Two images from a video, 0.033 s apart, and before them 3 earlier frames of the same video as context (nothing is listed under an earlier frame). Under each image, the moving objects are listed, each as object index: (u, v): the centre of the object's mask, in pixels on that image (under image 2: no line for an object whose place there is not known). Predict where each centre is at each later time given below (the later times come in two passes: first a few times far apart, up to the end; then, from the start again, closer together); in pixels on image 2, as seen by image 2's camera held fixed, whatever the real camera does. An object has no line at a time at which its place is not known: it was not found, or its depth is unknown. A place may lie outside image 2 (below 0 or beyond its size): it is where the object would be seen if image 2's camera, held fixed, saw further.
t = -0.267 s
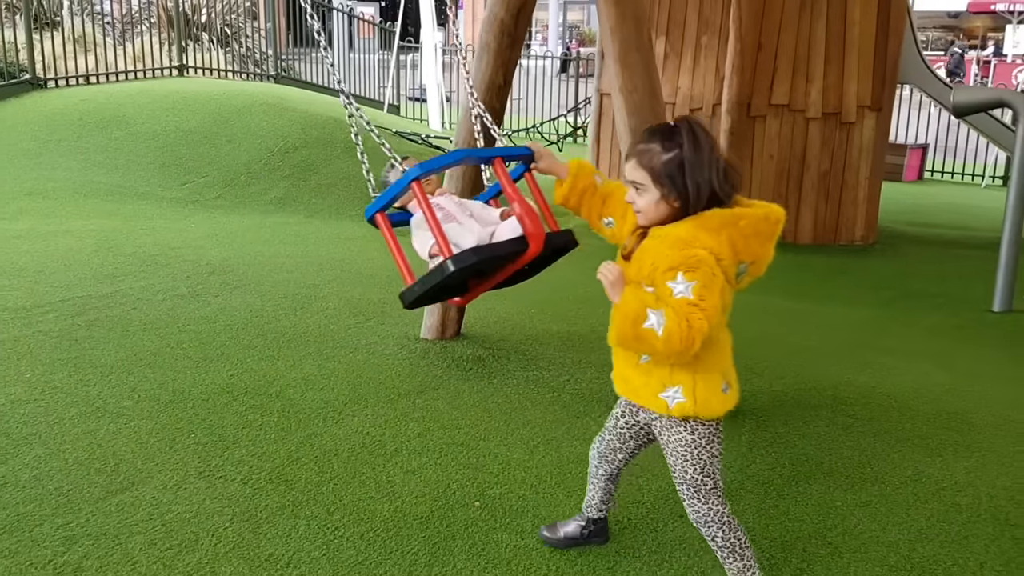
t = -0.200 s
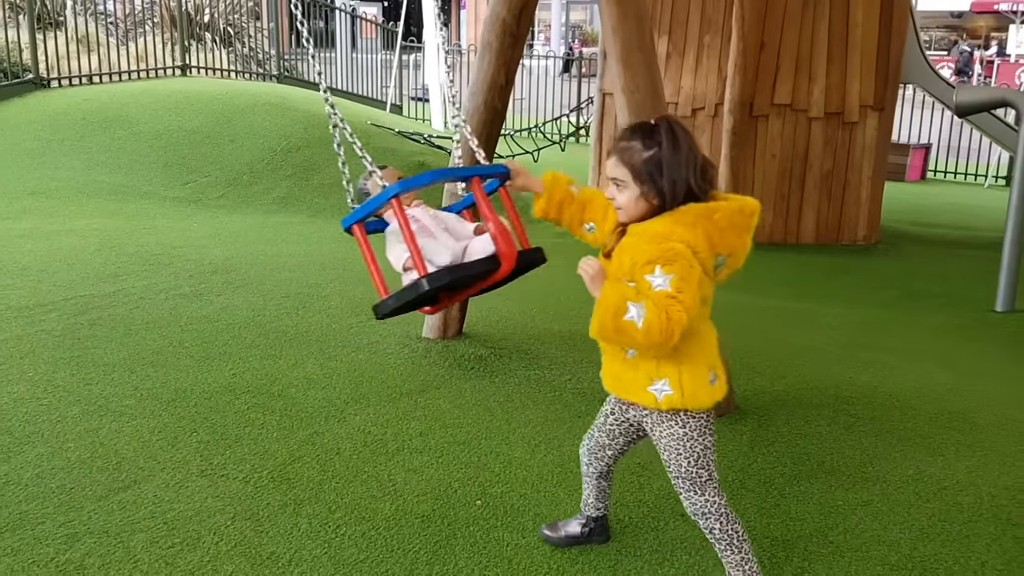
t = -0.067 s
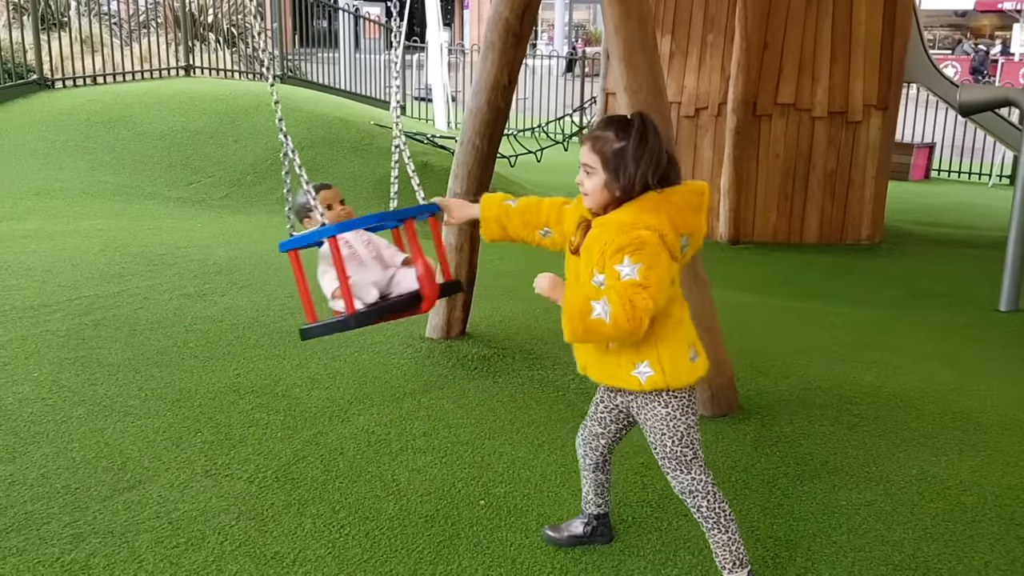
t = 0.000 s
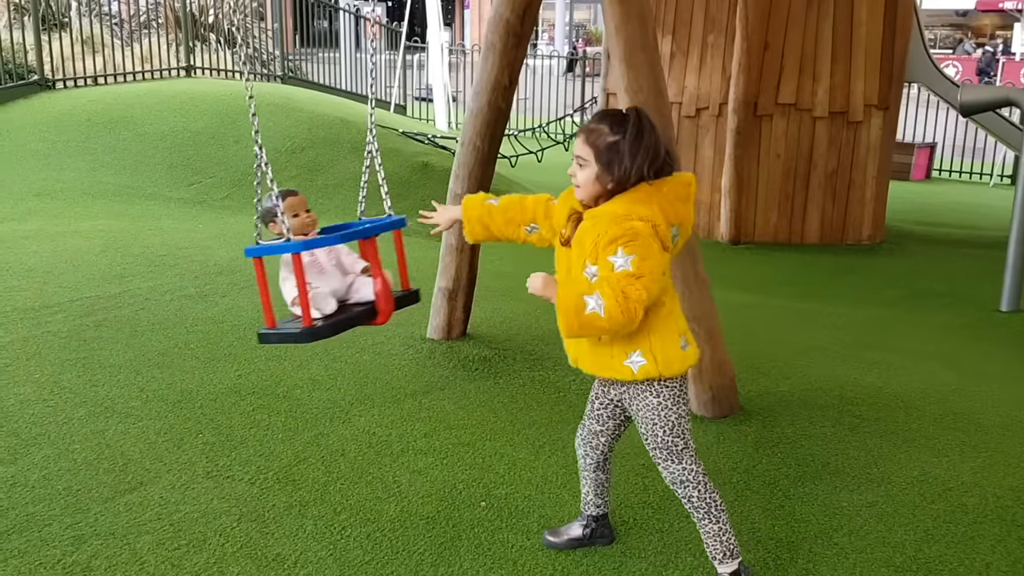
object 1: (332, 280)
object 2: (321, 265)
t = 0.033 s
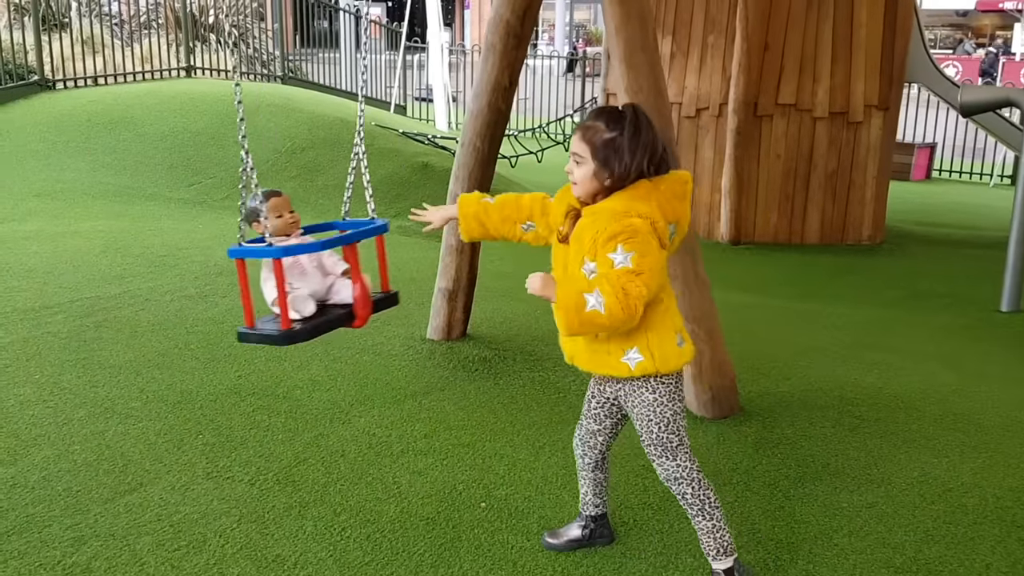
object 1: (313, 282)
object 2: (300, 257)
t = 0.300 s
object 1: (202, 232)
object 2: (188, 202)
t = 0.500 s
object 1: (171, 175)
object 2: (163, 139)
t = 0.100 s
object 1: (277, 279)
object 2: (264, 247)
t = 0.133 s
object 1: (262, 275)
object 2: (248, 246)
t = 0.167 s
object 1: (247, 269)
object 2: (233, 238)
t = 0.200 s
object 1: (234, 262)
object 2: (220, 231)
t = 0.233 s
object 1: (222, 252)
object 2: (208, 222)
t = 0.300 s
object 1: (202, 232)
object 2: (188, 202)
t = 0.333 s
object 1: (194, 223)
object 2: (180, 191)
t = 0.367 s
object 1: (187, 212)
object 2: (174, 180)
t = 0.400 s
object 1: (182, 202)
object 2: (169, 168)
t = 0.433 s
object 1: (177, 193)
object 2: (166, 158)
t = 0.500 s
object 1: (171, 175)
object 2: (163, 139)
